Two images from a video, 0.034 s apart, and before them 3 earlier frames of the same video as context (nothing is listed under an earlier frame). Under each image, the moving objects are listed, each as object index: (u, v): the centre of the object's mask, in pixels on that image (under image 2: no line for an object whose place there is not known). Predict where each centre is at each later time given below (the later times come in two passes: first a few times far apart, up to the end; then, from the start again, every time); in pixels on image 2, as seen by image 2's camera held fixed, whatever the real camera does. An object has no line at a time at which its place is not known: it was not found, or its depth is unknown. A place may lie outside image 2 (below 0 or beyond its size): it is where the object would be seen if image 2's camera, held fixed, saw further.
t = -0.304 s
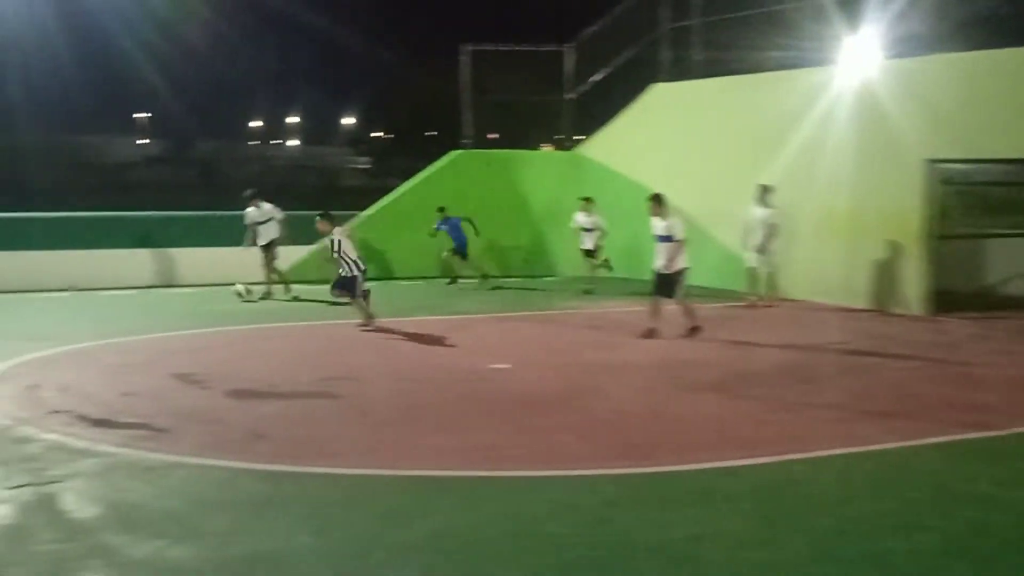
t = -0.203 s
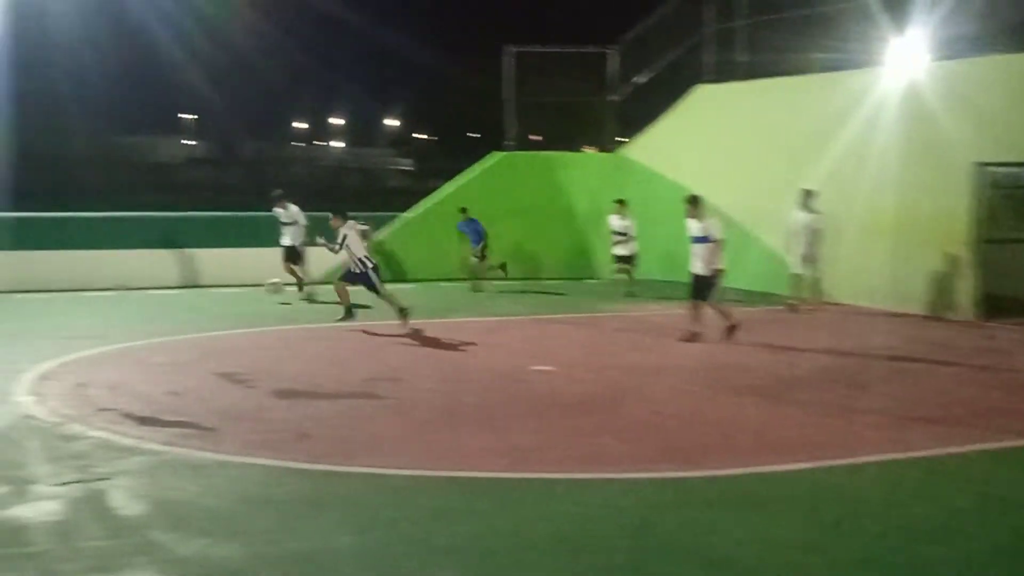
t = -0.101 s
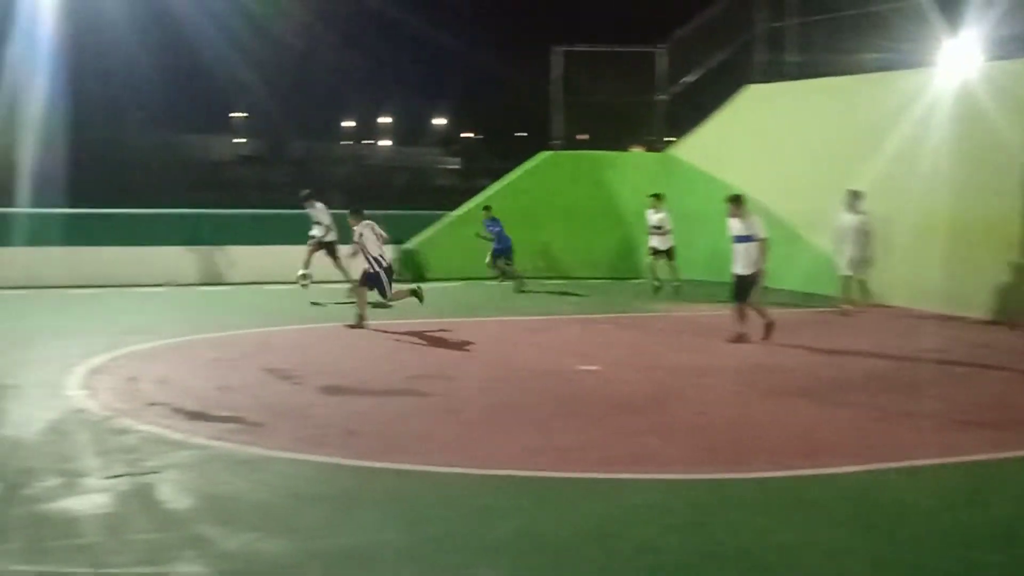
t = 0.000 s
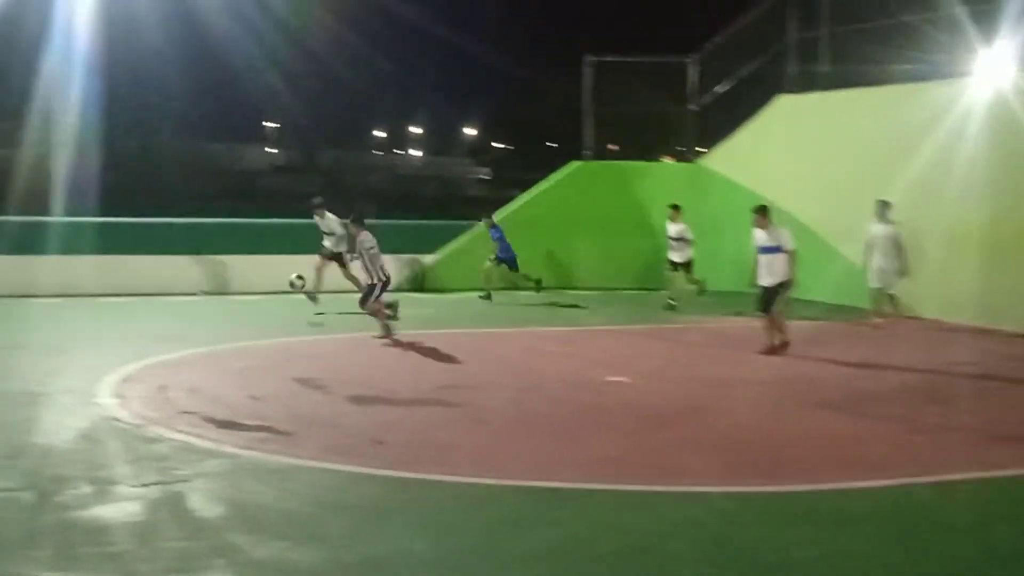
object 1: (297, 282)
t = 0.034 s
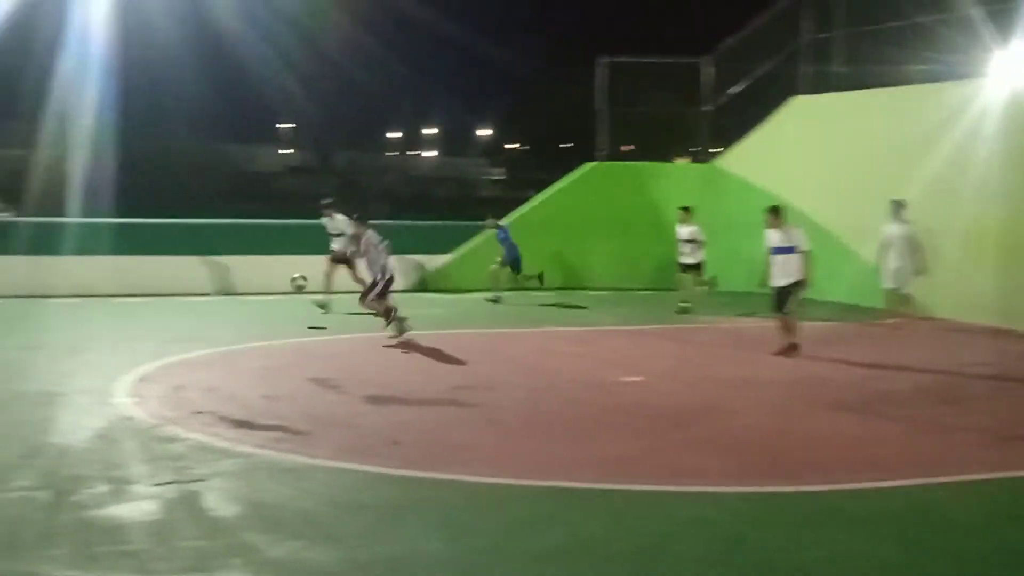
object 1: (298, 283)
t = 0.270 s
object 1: (188, 313)
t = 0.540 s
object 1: (33, 350)
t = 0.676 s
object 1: (-61, 372)
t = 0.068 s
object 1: (285, 284)
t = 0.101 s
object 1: (270, 285)
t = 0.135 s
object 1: (254, 288)
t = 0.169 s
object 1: (238, 292)
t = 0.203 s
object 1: (223, 298)
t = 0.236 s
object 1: (206, 304)
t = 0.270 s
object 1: (188, 313)
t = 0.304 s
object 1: (170, 321)
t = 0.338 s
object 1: (149, 335)
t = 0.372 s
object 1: (129, 347)
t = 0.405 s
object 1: (109, 352)
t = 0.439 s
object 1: (91, 350)
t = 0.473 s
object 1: (73, 349)
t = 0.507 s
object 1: (53, 349)
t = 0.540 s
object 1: (33, 350)
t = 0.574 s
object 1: (11, 352)
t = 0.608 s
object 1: (-12, 358)
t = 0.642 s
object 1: (-35, 364)
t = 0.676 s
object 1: (-61, 372)
